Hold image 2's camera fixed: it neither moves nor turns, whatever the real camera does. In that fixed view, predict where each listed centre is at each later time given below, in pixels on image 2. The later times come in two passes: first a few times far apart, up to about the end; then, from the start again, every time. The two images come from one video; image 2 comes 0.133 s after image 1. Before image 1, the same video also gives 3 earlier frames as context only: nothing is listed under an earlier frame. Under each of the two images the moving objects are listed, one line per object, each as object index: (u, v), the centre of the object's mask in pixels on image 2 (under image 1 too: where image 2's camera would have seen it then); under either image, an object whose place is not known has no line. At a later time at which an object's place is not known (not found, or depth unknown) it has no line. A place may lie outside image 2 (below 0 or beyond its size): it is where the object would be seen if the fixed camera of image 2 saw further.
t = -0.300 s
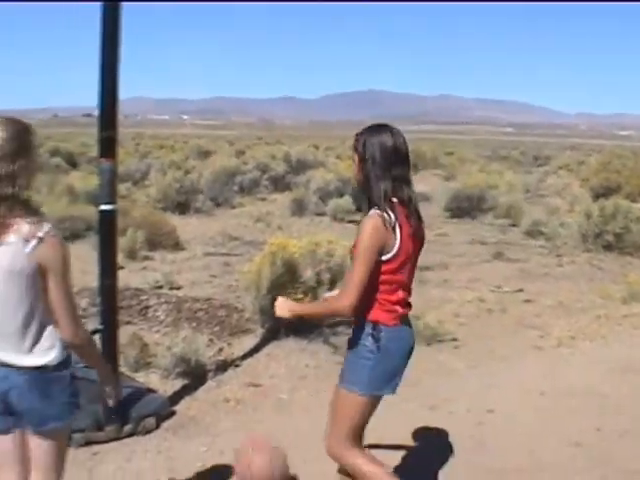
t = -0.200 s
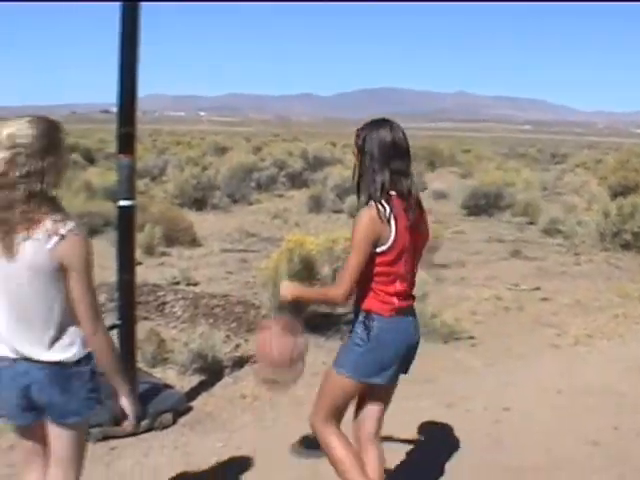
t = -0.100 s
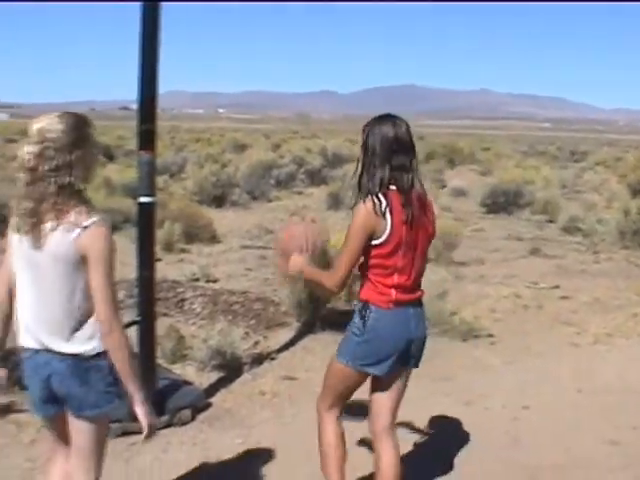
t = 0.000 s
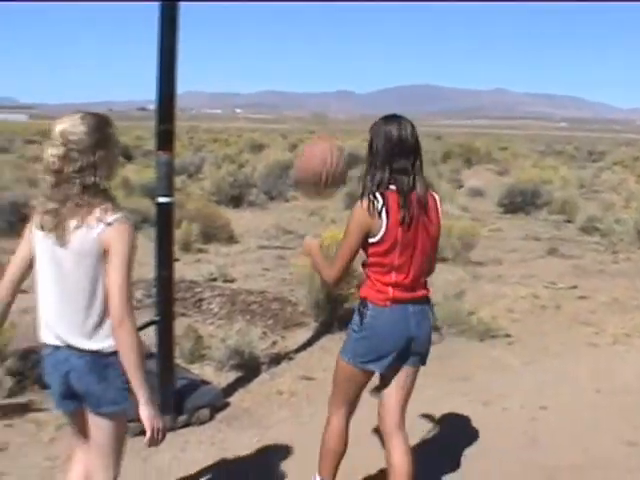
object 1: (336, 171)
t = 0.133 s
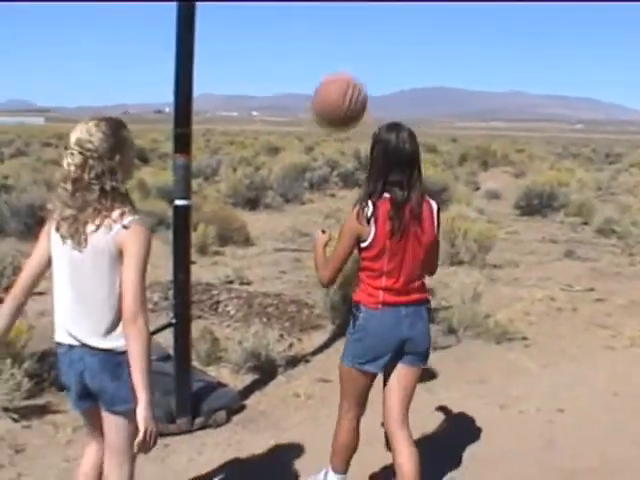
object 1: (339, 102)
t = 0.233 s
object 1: (339, 80)
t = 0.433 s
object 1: (338, 100)
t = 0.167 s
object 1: (339, 92)
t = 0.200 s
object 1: (339, 85)
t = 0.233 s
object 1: (339, 80)
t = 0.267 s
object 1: (339, 77)
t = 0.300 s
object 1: (339, 77)
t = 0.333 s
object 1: (339, 79)
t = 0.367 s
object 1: (339, 84)
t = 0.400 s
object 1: (338, 91)
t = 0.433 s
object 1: (338, 100)
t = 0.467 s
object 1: (336, 111)
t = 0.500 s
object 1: (334, 123)
